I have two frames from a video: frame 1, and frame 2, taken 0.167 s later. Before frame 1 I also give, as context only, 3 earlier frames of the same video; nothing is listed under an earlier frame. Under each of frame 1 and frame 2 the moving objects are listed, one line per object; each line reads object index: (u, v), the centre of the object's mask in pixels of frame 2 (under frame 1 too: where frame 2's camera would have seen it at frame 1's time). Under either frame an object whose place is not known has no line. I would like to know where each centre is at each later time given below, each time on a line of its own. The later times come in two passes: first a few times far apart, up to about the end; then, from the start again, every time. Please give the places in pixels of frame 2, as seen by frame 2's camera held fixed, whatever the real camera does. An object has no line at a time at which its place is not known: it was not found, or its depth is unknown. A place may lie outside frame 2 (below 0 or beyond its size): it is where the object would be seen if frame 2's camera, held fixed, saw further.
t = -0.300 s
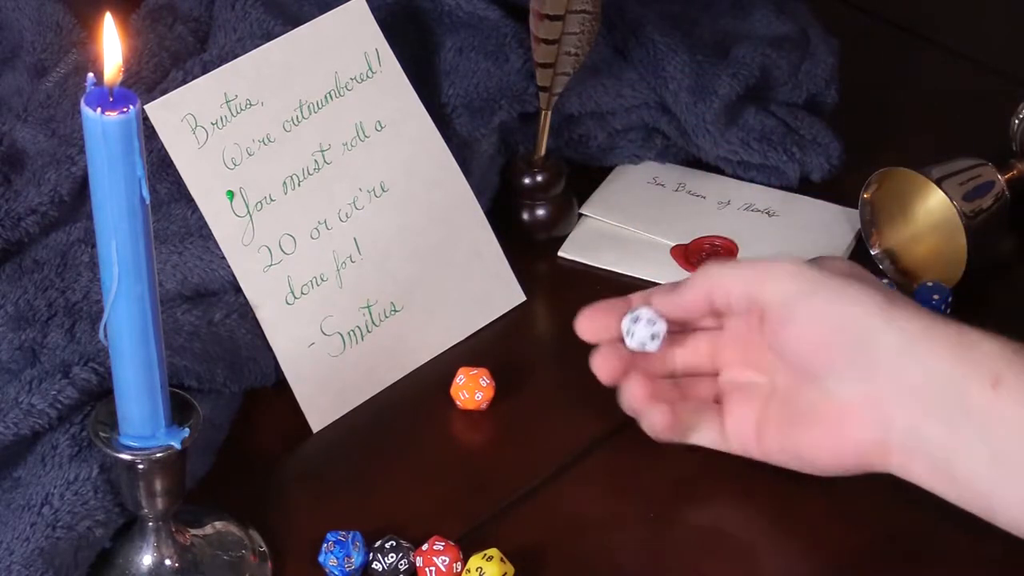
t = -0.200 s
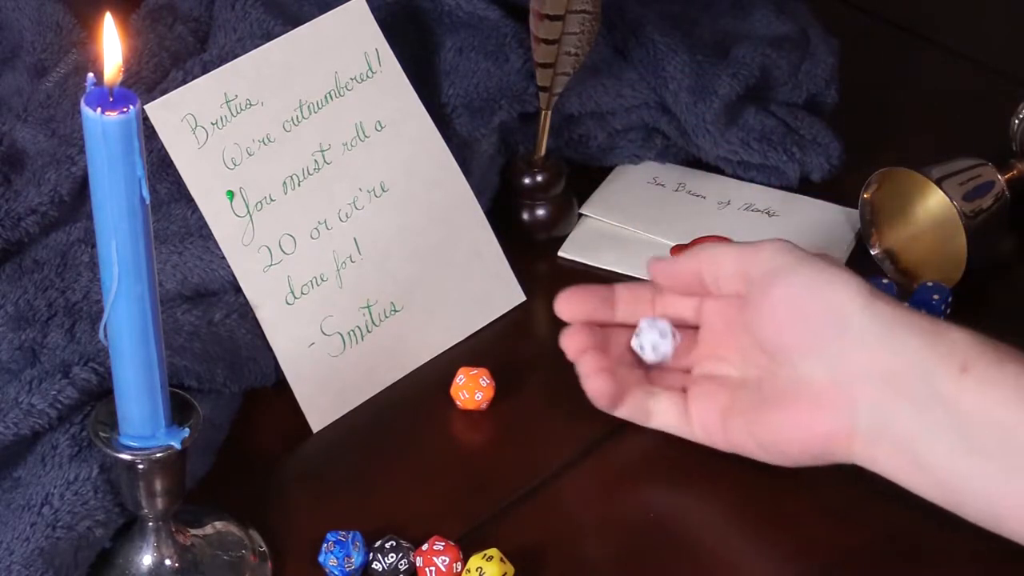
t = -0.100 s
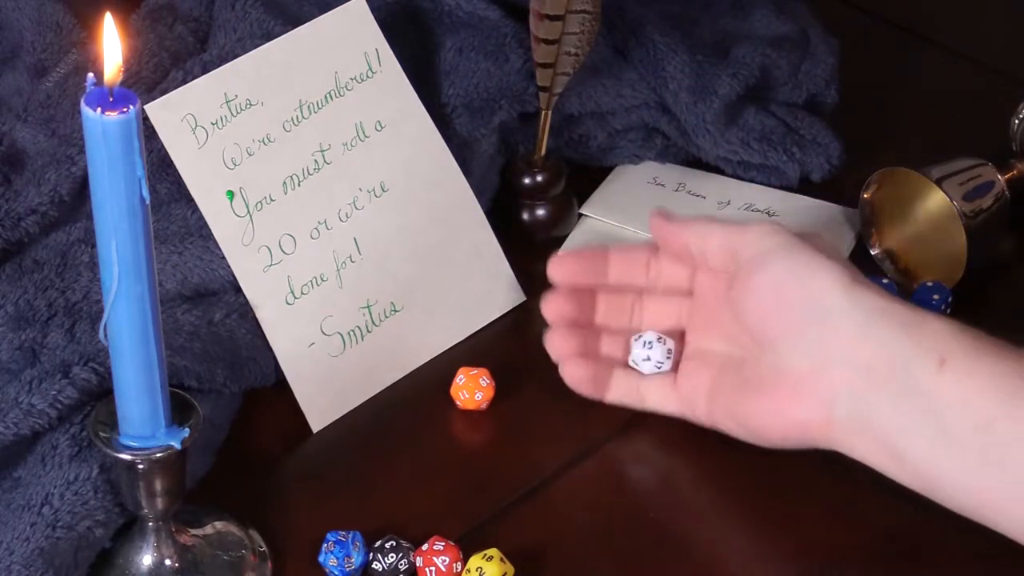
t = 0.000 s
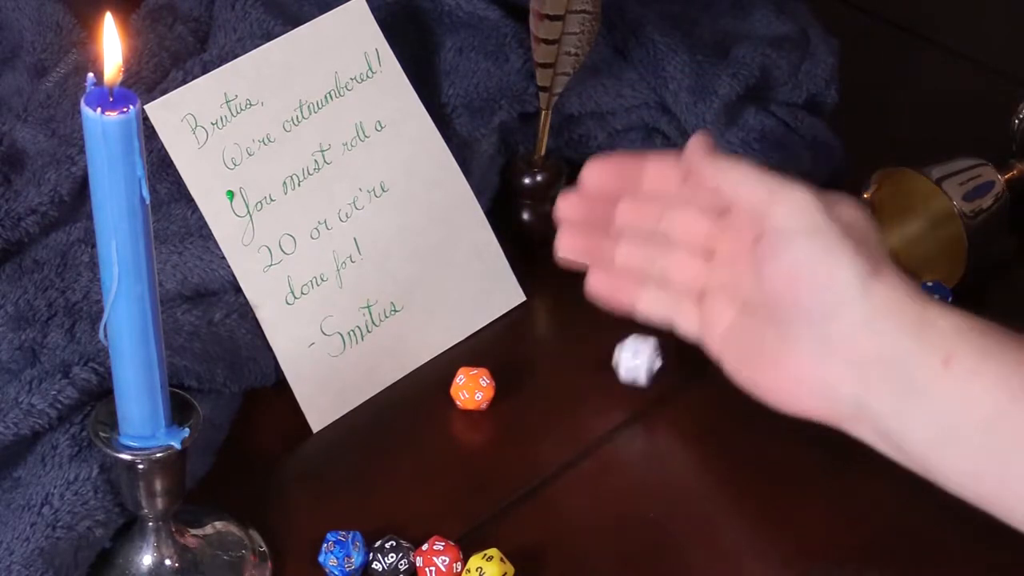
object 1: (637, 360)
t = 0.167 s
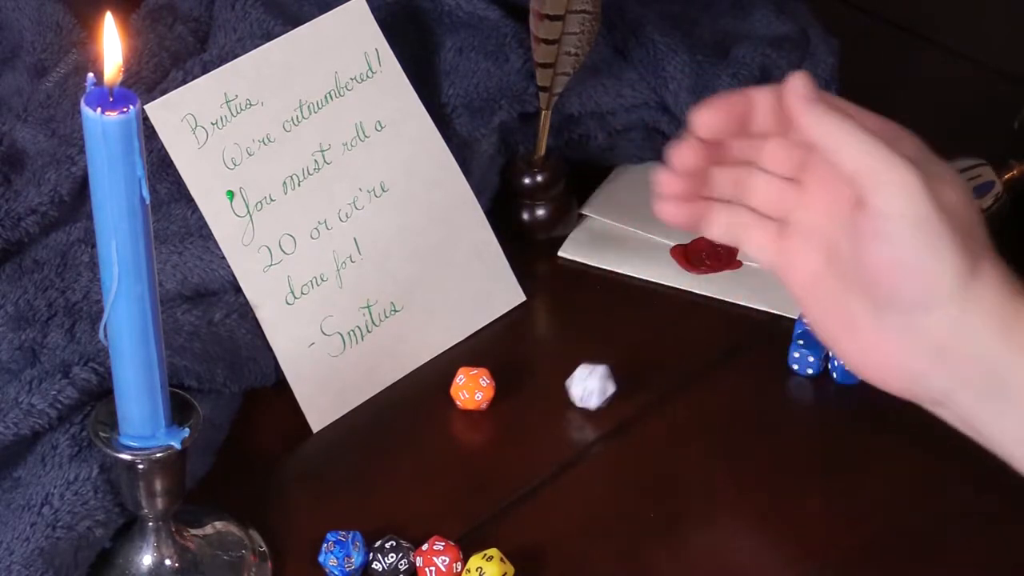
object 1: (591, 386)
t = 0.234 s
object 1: (571, 398)
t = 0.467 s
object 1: (526, 427)
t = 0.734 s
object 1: (525, 427)
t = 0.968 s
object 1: (525, 427)
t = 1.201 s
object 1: (525, 427)
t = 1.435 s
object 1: (525, 427)
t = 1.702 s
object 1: (525, 427)
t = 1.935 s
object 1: (525, 427)
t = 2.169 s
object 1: (525, 427)
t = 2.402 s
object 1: (525, 427)
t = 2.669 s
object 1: (525, 427)
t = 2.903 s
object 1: (525, 427)
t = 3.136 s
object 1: (525, 427)
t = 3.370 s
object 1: (525, 427)
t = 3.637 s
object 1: (525, 427)
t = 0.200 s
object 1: (580, 390)
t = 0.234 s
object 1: (571, 398)
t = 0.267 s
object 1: (563, 405)
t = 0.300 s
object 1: (555, 410)
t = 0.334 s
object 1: (547, 415)
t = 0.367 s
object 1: (539, 419)
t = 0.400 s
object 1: (533, 422)
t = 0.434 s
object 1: (529, 424)
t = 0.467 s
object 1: (526, 427)
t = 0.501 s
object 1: (525, 427)
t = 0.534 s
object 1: (525, 427)
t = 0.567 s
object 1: (525, 427)
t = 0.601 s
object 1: (525, 427)
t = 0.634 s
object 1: (525, 427)
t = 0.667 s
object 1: (525, 427)
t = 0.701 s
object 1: (525, 427)
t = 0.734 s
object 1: (525, 427)
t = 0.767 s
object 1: (525, 427)
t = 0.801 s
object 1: (525, 427)
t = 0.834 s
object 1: (525, 427)
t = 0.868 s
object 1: (525, 427)
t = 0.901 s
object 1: (525, 427)
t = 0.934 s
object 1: (525, 427)
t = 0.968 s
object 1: (525, 427)
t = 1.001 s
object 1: (525, 427)
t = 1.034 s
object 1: (525, 427)
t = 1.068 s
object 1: (525, 427)
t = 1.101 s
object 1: (525, 427)
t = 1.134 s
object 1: (525, 427)
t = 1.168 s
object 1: (525, 427)
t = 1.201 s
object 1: (525, 427)
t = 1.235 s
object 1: (525, 427)
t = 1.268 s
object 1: (525, 427)
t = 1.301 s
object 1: (525, 427)
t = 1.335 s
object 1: (525, 427)
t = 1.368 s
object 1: (525, 427)
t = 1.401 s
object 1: (525, 427)
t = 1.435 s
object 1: (525, 427)
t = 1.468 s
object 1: (525, 427)
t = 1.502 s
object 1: (525, 427)
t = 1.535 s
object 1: (525, 427)
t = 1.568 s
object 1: (525, 427)
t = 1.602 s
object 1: (525, 427)
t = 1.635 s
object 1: (525, 427)
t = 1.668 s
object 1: (525, 427)
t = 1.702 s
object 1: (525, 427)
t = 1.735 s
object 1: (525, 427)
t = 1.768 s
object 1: (525, 427)
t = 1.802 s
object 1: (525, 427)
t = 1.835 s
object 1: (525, 427)
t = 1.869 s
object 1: (525, 427)
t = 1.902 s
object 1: (525, 427)
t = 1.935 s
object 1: (525, 427)
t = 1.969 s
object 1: (525, 427)
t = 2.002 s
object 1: (525, 427)
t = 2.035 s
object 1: (525, 427)
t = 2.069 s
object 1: (525, 427)
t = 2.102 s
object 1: (525, 427)
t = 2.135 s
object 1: (525, 427)
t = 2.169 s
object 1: (525, 427)
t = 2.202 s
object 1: (525, 427)
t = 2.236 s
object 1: (525, 427)
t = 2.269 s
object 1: (525, 427)
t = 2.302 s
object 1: (525, 427)
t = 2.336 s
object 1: (525, 427)
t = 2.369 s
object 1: (525, 427)
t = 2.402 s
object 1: (525, 427)
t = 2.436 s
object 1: (525, 427)
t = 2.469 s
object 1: (525, 427)
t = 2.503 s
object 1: (525, 427)
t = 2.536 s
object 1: (525, 427)
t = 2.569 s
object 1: (525, 427)
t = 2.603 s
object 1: (525, 427)
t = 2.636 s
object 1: (525, 427)
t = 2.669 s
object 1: (525, 427)
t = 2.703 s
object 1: (525, 427)
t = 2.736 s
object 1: (525, 427)
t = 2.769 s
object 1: (525, 427)
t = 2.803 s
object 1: (525, 427)
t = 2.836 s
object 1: (525, 427)
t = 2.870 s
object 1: (525, 427)
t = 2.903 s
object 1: (525, 427)
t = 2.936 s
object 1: (525, 427)
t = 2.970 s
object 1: (525, 427)
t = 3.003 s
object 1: (525, 427)
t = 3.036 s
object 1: (525, 427)
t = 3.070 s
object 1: (525, 427)
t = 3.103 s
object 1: (525, 427)
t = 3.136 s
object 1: (525, 427)
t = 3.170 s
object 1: (525, 427)
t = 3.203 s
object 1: (525, 427)
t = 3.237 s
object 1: (525, 427)
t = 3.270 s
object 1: (525, 427)
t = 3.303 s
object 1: (525, 427)
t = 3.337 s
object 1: (525, 427)
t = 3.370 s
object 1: (525, 427)
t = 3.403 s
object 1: (525, 427)
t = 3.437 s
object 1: (525, 427)
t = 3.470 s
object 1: (525, 427)
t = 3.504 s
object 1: (525, 427)
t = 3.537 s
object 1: (525, 427)
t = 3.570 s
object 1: (525, 427)
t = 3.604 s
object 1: (525, 427)
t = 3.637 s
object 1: (525, 427)
